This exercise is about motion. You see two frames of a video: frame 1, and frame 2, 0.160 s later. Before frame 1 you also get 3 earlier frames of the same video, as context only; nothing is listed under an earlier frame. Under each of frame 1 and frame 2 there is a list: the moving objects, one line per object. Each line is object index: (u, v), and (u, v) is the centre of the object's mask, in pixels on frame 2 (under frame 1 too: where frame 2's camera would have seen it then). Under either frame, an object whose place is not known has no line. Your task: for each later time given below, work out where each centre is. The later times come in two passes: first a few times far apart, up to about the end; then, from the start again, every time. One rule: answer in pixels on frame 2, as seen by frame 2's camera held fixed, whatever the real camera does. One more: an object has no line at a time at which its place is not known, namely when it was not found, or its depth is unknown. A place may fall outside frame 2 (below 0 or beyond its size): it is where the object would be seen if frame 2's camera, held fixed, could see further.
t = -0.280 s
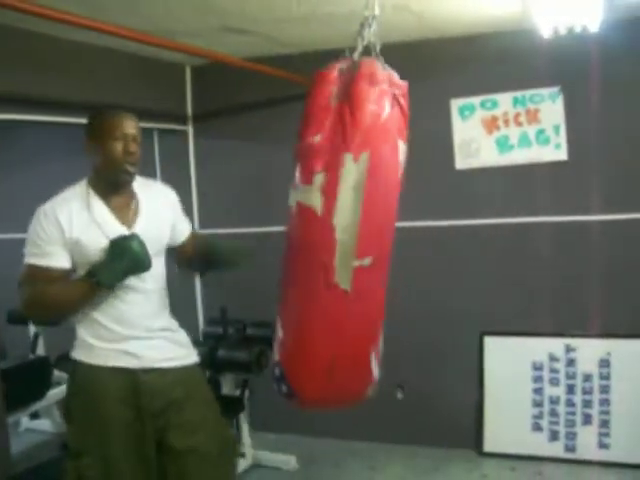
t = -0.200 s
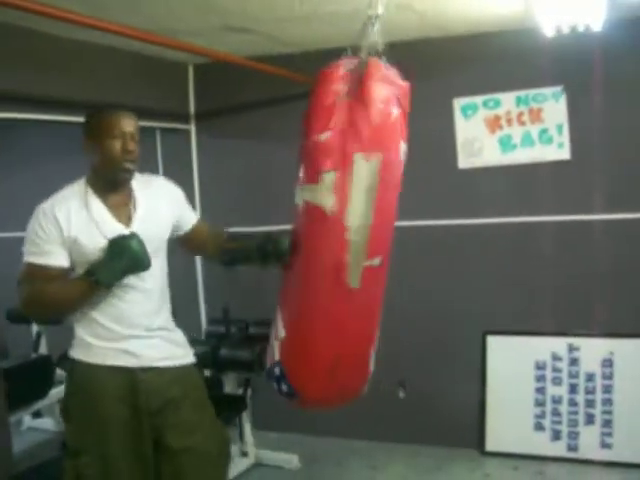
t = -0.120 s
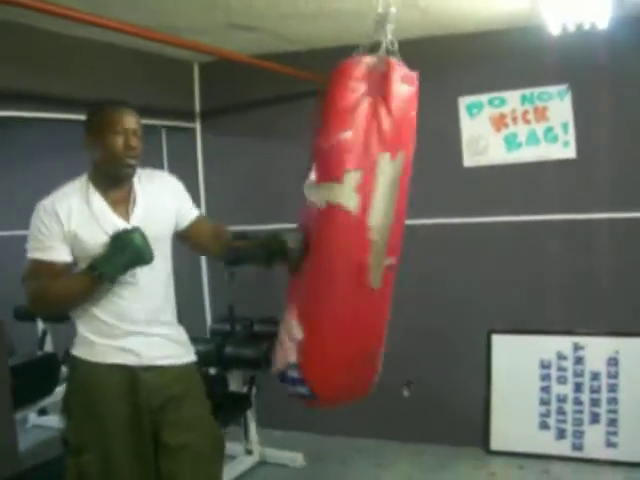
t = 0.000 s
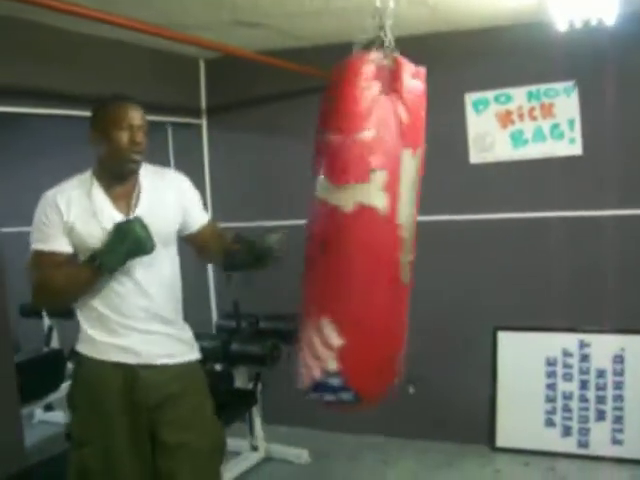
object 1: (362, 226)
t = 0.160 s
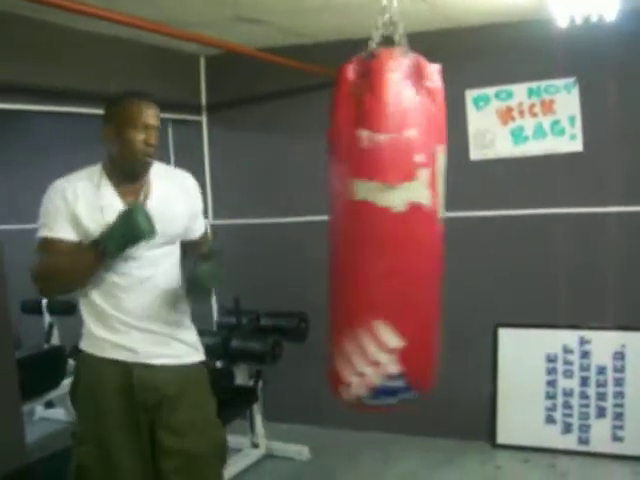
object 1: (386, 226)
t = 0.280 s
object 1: (405, 229)
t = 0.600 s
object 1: (451, 225)
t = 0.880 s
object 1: (458, 220)
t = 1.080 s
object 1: (442, 222)
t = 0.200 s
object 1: (392, 227)
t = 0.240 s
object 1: (399, 228)
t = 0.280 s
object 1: (405, 229)
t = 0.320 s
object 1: (412, 229)
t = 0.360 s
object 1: (420, 230)
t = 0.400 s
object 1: (425, 231)
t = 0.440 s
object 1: (432, 231)
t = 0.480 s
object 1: (438, 230)
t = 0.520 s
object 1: (442, 227)
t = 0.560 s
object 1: (447, 226)
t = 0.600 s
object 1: (451, 225)
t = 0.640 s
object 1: (455, 224)
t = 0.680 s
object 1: (457, 223)
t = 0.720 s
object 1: (458, 221)
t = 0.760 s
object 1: (459, 220)
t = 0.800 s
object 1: (459, 219)
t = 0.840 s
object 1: (459, 219)
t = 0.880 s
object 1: (458, 220)
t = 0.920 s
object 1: (458, 220)
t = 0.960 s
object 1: (457, 220)
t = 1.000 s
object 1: (452, 221)
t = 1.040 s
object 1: (447, 222)
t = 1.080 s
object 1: (442, 222)
